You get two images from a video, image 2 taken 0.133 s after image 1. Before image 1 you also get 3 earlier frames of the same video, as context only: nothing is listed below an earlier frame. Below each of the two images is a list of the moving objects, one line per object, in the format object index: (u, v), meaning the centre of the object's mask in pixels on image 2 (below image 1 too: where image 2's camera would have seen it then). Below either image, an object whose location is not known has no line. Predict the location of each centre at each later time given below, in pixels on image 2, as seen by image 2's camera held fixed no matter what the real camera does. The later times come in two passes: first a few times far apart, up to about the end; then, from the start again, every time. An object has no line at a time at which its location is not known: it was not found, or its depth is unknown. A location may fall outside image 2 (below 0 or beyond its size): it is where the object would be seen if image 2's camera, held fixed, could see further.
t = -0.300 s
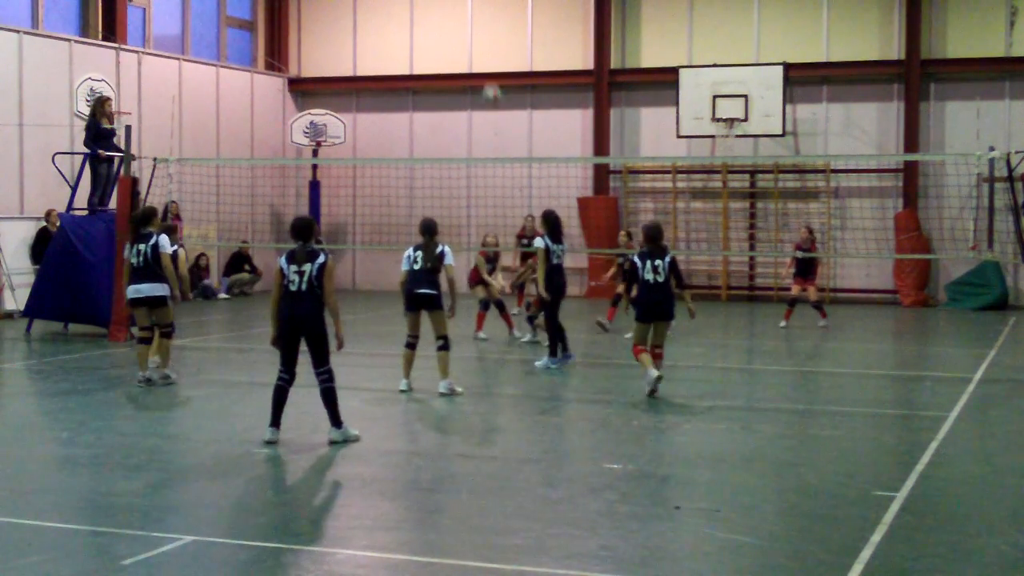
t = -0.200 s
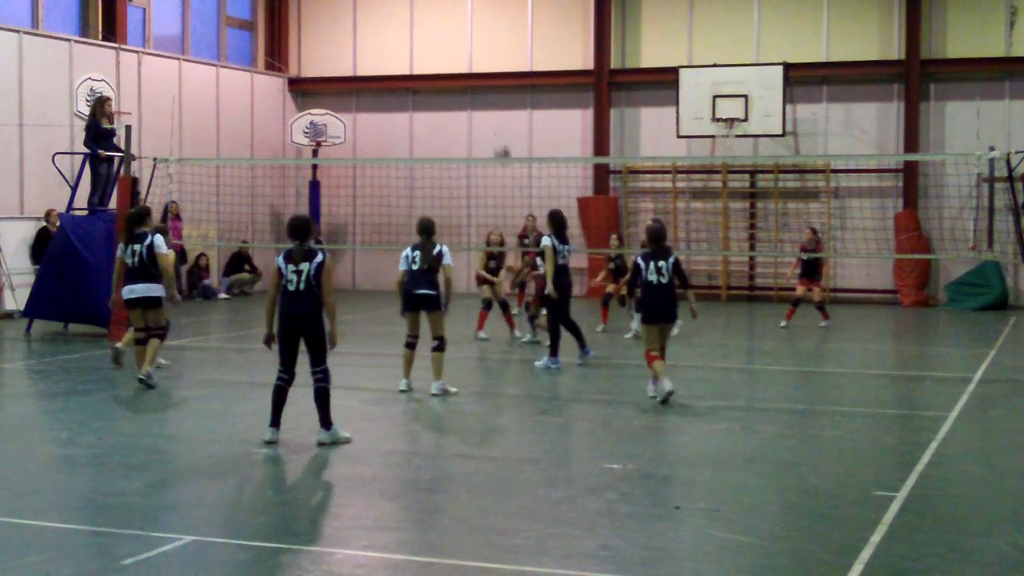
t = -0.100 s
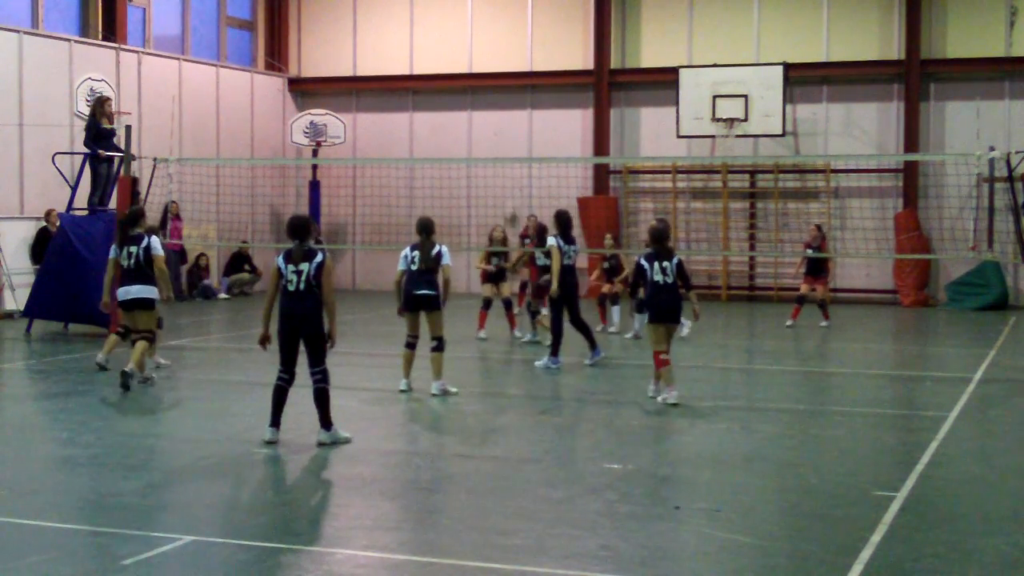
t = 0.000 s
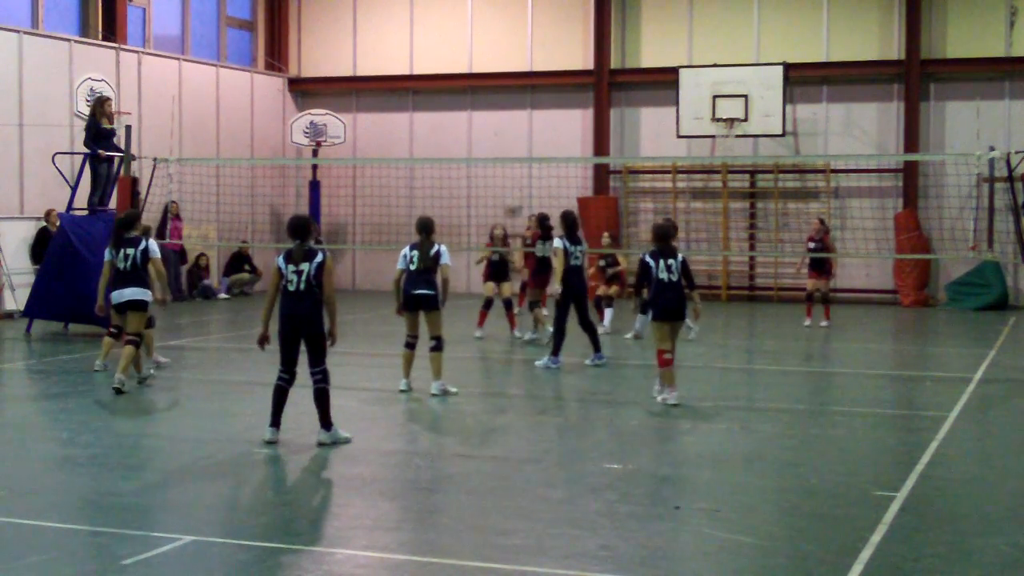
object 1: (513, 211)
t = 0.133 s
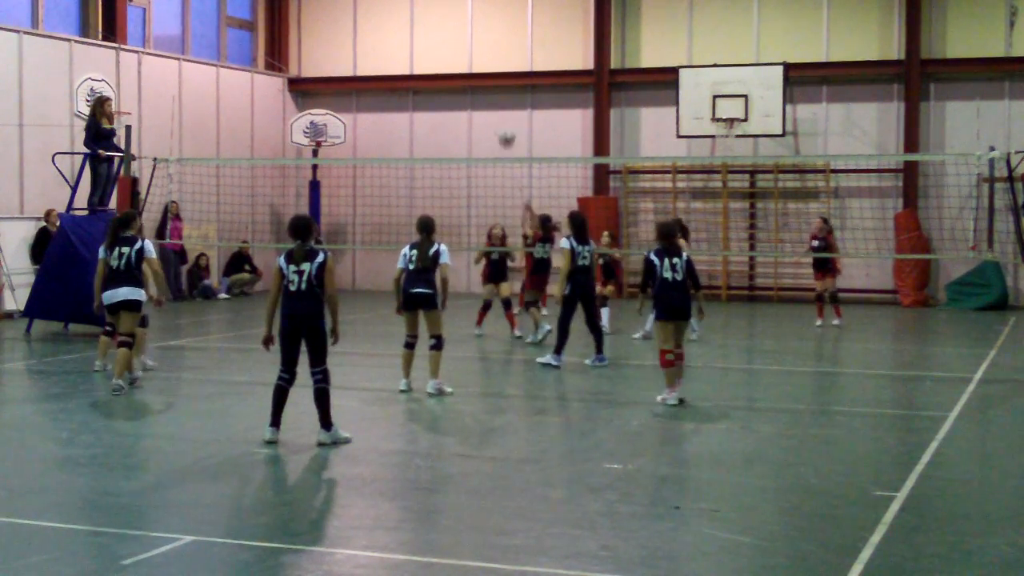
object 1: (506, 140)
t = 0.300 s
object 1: (500, 76)
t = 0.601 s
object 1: (488, 23)
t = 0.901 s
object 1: (476, 41)
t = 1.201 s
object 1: (467, 120)
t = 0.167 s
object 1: (505, 125)
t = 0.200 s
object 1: (503, 108)
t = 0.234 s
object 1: (502, 96)
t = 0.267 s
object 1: (501, 82)
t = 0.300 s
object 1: (500, 76)
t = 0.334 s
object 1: (498, 66)
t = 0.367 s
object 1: (497, 57)
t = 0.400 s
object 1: (495, 49)
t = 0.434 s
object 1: (494, 43)
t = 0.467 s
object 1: (492, 37)
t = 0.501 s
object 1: (491, 31)
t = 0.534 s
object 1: (490, 28)
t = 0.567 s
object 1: (489, 25)
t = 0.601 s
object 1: (488, 23)
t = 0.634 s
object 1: (486, 21)
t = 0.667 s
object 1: (485, 22)
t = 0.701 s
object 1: (484, 21)
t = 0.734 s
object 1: (482, 23)
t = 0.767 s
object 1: (481, 25)
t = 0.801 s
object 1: (480, 27)
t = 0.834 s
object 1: (479, 31)
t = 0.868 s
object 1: (477, 36)
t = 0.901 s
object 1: (476, 41)
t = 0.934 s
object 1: (475, 46)
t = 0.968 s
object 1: (474, 54)
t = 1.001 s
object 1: (474, 62)
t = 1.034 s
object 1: (472, 69)
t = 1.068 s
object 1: (471, 78)
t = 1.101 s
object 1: (470, 86)
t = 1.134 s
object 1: (469, 96)
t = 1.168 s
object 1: (468, 108)
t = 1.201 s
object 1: (467, 120)
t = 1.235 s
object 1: (465, 135)
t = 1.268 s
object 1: (464, 149)
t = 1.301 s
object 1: (464, 166)
